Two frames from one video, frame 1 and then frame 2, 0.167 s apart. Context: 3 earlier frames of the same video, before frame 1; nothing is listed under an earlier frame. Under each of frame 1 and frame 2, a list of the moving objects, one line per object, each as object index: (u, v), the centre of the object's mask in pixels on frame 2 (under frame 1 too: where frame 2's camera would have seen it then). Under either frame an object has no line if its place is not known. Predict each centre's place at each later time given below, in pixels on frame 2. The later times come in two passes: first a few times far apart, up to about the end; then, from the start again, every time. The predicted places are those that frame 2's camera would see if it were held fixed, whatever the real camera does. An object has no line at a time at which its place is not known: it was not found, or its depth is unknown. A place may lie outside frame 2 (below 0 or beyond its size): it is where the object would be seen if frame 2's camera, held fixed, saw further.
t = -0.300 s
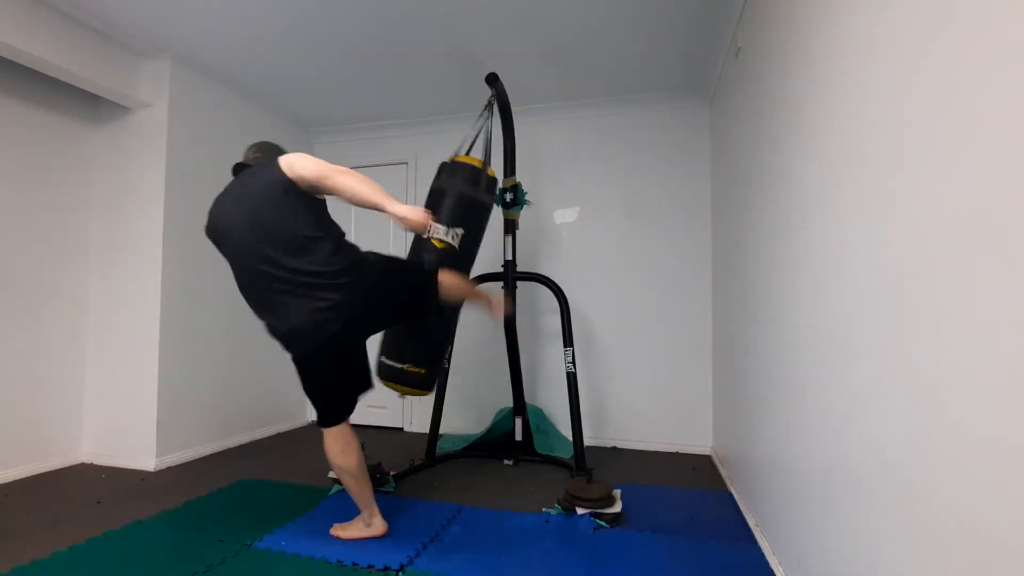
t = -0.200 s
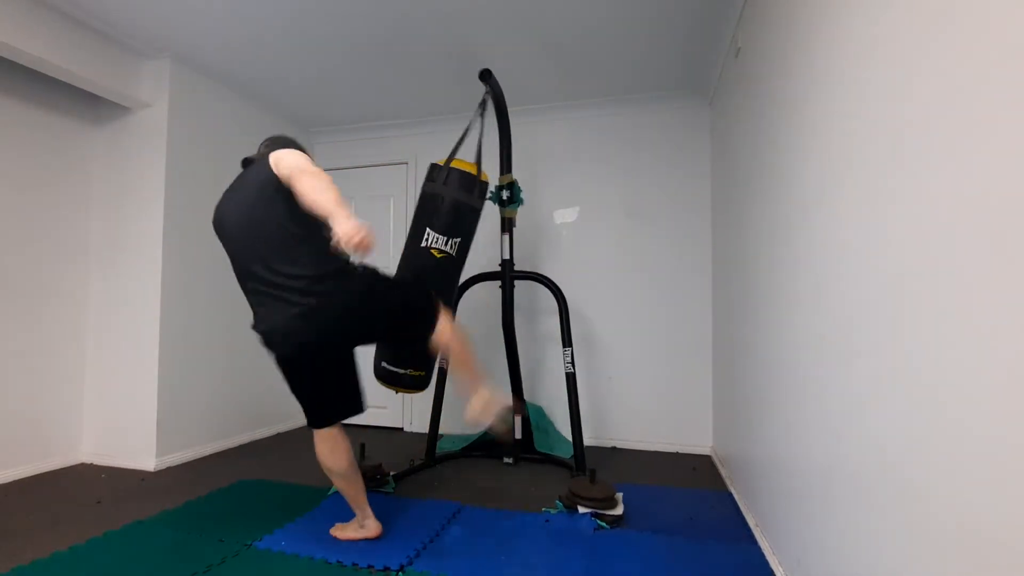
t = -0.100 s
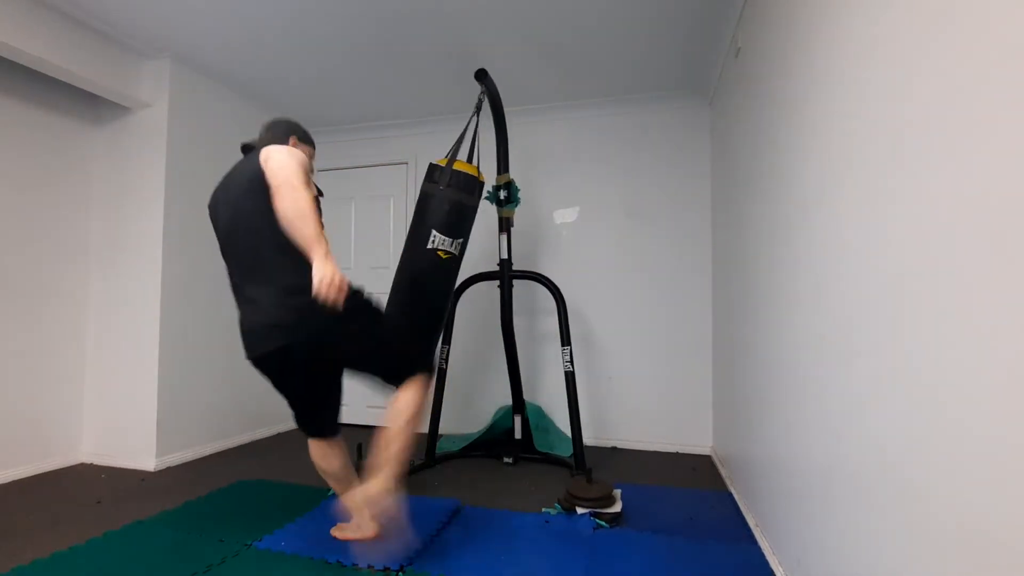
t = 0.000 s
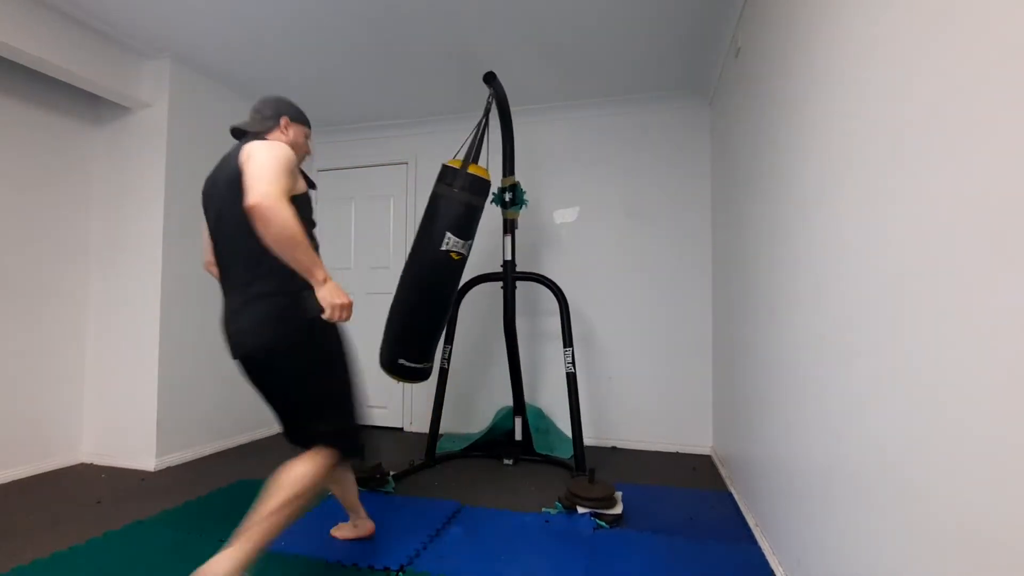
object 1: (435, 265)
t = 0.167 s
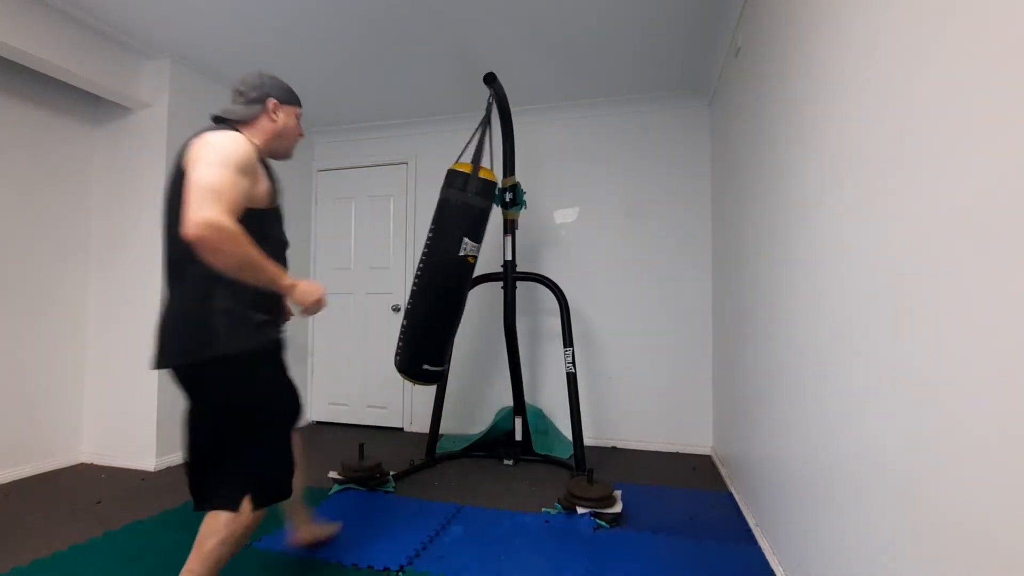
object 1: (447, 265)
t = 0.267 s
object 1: (452, 263)
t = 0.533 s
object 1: (469, 271)
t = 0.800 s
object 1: (505, 285)
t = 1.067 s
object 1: (539, 280)
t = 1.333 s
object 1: (546, 281)
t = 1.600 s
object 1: (520, 280)
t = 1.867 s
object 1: (484, 275)
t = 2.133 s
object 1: (456, 269)
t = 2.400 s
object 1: (448, 275)
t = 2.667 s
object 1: (463, 269)
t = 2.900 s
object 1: (487, 283)
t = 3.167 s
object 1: (521, 281)
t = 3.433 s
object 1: (540, 284)
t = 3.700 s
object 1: (529, 284)
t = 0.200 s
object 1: (449, 264)
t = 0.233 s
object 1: (450, 264)
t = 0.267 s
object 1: (452, 263)
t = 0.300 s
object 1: (453, 264)
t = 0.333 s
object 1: (453, 265)
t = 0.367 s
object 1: (455, 265)
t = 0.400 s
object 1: (457, 266)
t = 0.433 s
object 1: (460, 267)
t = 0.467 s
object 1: (463, 268)
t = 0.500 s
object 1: (466, 269)
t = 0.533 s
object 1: (469, 271)
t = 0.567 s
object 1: (473, 272)
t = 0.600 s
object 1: (477, 272)
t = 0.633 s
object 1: (482, 273)
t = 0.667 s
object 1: (486, 275)
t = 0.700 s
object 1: (490, 283)
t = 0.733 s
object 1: (495, 284)
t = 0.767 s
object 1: (500, 286)
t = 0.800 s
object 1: (505, 285)
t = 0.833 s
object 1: (510, 285)
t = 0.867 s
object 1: (516, 286)
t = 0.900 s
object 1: (521, 287)
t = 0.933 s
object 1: (525, 287)
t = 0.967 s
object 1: (530, 286)
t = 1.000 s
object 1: (533, 283)
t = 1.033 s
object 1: (536, 280)
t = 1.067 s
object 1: (539, 280)
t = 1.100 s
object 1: (541, 280)
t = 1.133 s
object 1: (544, 279)
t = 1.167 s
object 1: (545, 279)
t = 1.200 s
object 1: (546, 279)
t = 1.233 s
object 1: (547, 279)
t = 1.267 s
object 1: (547, 280)
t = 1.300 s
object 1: (547, 281)
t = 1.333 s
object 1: (546, 281)
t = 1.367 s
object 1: (545, 282)
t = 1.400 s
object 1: (543, 283)
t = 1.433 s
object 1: (540, 284)
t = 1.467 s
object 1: (537, 285)
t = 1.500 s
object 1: (533, 286)
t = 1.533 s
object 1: (529, 283)
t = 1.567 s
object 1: (525, 281)
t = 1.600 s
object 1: (520, 280)
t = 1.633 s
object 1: (516, 282)
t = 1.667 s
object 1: (511, 282)
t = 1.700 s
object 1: (507, 282)
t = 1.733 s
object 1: (502, 281)
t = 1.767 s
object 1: (497, 282)
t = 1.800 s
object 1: (493, 286)
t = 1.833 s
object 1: (488, 277)
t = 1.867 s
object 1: (484, 275)
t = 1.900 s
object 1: (480, 273)
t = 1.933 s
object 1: (475, 282)
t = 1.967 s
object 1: (471, 281)
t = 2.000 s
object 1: (468, 276)
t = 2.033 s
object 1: (465, 269)
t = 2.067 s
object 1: (462, 268)
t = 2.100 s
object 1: (459, 268)
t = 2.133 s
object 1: (456, 269)
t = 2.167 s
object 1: (453, 274)
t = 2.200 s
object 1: (452, 273)
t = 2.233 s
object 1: (450, 274)
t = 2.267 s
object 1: (449, 274)
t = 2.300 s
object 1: (448, 274)
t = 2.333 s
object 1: (448, 274)
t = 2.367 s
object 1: (448, 274)
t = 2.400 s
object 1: (448, 275)
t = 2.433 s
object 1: (448, 275)
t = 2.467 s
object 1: (450, 272)
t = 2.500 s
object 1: (451, 272)
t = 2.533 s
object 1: (452, 273)
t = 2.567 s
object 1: (456, 267)
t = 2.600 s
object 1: (458, 268)
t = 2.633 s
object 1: (459, 275)
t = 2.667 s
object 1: (463, 269)
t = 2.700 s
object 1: (465, 272)
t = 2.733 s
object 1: (468, 273)
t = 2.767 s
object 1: (471, 275)
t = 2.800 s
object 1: (475, 275)
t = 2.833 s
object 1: (479, 276)
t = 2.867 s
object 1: (483, 283)
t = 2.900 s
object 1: (487, 283)
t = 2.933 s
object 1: (492, 283)
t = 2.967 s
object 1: (496, 283)
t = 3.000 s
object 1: (501, 283)
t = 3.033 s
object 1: (505, 282)
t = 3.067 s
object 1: (509, 282)
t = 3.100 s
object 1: (513, 282)
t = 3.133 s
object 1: (517, 282)
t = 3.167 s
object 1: (521, 281)
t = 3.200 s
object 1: (525, 282)
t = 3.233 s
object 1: (528, 281)
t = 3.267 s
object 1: (531, 282)
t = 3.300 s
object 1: (534, 285)
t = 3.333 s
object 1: (537, 285)
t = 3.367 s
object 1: (539, 285)
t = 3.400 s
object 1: (540, 284)
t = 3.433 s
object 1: (540, 284)
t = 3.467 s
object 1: (541, 284)
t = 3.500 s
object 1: (540, 284)
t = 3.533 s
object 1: (539, 284)
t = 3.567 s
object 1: (538, 283)
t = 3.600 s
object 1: (536, 283)
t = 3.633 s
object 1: (534, 283)
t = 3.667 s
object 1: (531, 283)
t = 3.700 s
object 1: (529, 284)
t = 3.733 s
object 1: (526, 283)
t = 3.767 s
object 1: (522, 283)
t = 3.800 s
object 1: (519, 284)
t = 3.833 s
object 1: (515, 283)
